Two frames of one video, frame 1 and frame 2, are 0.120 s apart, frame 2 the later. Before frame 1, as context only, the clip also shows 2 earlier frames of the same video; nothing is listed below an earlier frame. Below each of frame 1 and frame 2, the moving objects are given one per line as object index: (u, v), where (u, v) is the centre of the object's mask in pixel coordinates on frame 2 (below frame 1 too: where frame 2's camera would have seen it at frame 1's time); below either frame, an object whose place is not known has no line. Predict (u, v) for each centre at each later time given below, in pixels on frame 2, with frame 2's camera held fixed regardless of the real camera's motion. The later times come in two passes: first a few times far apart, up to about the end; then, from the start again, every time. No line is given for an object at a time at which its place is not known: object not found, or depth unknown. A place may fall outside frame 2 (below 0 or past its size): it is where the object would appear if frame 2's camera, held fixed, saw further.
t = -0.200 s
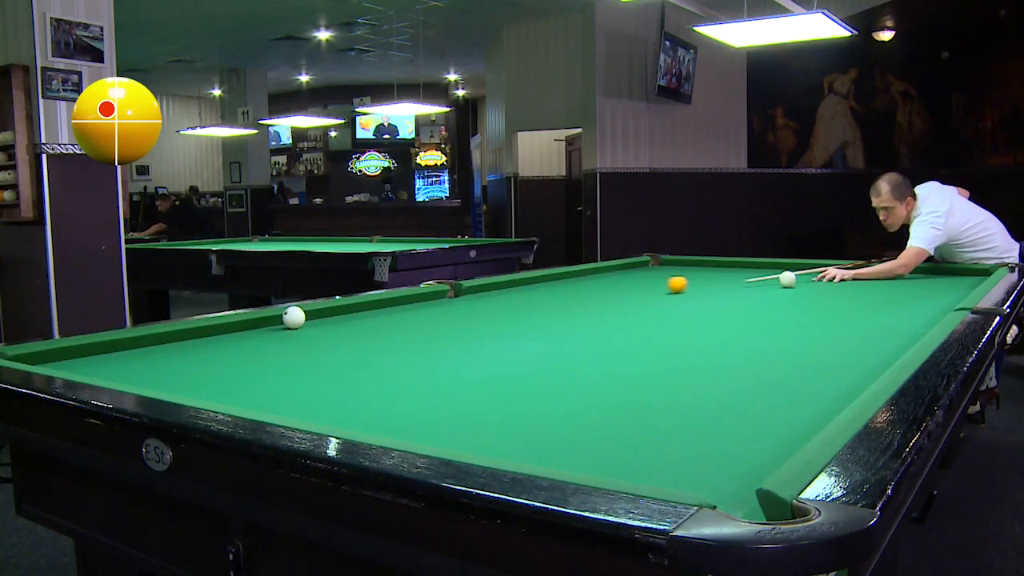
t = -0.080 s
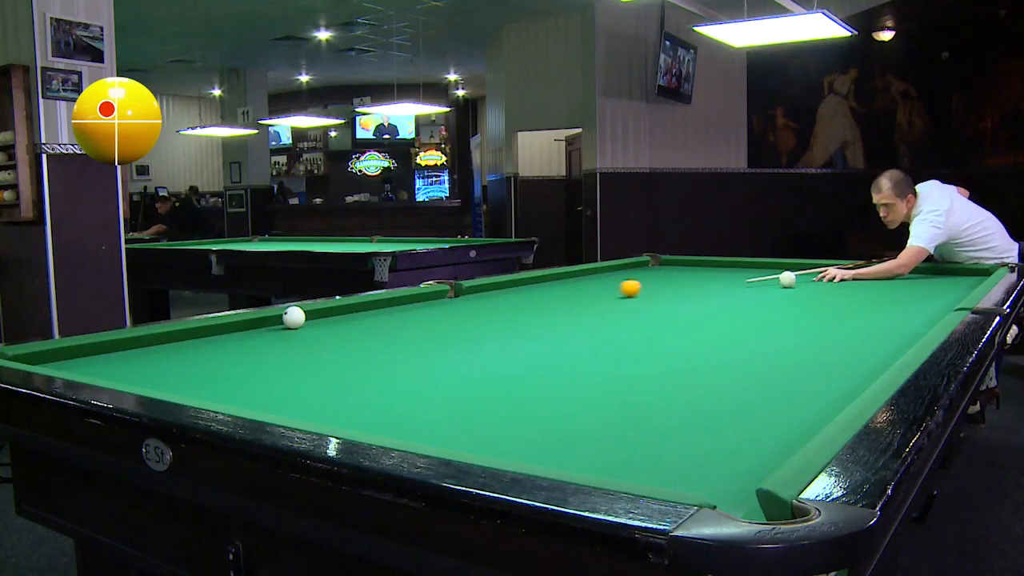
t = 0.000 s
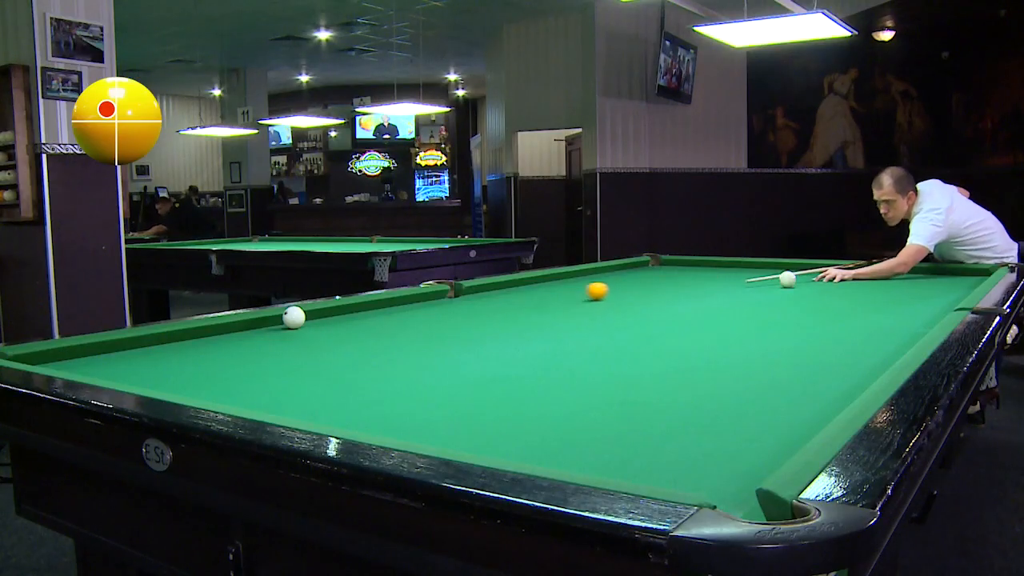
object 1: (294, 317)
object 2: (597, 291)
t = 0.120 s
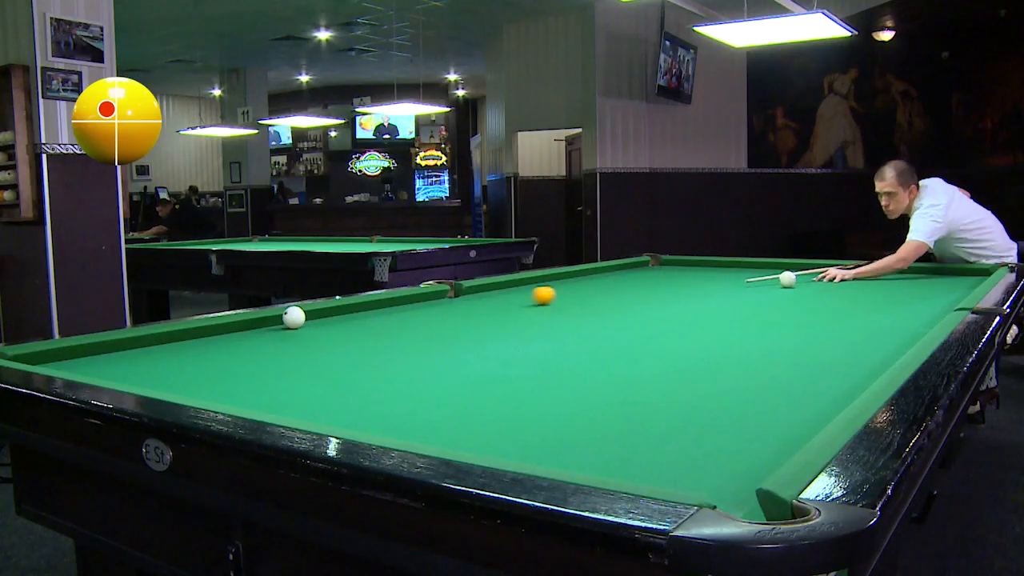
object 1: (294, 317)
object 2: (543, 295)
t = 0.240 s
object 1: (294, 317)
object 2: (486, 300)
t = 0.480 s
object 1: (294, 317)
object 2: (358, 310)
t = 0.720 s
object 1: (235, 326)
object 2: (310, 316)
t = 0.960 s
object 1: (154, 339)
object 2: (319, 321)
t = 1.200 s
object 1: (62, 353)
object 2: (328, 327)
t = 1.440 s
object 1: (54, 355)
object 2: (337, 333)
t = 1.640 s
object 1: (104, 346)
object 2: (345, 338)
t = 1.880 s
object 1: (157, 338)
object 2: (356, 345)
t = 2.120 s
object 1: (204, 330)
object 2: (367, 353)
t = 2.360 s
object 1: (245, 323)
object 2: (379, 360)
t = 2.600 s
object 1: (281, 318)
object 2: (393, 369)
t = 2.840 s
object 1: (314, 312)
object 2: (408, 377)
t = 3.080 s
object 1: (343, 308)
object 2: (423, 387)
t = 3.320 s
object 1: (370, 303)
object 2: (439, 397)
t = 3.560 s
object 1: (393, 300)
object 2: (456, 407)
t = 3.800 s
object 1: (415, 296)
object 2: (474, 419)
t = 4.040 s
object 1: (435, 293)
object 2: (493, 430)
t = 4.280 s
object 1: (453, 291)
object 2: (513, 441)
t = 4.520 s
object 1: (470, 288)
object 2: (533, 450)
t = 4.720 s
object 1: (483, 286)
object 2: (551, 457)
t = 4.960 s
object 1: (497, 284)
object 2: (581, 459)
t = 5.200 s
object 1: (510, 282)
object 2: (608, 461)
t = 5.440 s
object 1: (522, 281)
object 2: (632, 463)
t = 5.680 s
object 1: (532, 279)
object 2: (651, 463)
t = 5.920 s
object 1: (541, 278)
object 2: (667, 464)
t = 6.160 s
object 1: (550, 276)
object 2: (679, 464)
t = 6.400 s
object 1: (557, 275)
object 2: (686, 463)
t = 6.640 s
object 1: (564, 274)
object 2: (690, 462)
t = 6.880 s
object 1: (570, 273)
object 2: (692, 462)
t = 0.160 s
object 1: (294, 317)
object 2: (525, 297)
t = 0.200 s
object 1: (294, 317)
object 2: (505, 299)
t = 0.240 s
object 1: (294, 317)
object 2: (486, 300)
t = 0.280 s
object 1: (294, 317)
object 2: (466, 302)
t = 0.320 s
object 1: (294, 317)
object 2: (445, 303)
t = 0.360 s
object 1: (294, 317)
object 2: (424, 305)
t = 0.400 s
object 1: (294, 317)
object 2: (403, 307)
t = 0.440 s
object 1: (294, 317)
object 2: (381, 308)
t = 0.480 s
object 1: (294, 317)
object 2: (358, 310)
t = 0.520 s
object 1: (294, 317)
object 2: (336, 312)
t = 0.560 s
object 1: (294, 317)
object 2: (315, 314)
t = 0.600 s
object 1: (280, 319)
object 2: (304, 314)
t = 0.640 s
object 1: (264, 322)
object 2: (302, 315)
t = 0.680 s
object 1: (249, 324)
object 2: (307, 315)
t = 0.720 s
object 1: (235, 326)
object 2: (310, 316)
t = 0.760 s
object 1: (222, 328)
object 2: (312, 317)
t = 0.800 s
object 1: (209, 330)
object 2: (314, 318)
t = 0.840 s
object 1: (195, 332)
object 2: (315, 319)
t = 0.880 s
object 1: (182, 335)
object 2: (317, 319)
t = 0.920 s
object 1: (168, 337)
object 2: (318, 320)
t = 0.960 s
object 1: (154, 339)
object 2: (319, 321)
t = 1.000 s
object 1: (140, 341)
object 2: (321, 322)
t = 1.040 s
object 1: (125, 344)
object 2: (322, 323)
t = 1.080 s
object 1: (110, 346)
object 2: (324, 324)
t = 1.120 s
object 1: (94, 348)
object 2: (325, 325)
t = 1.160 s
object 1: (78, 351)
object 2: (326, 326)
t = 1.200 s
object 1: (62, 353)
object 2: (328, 327)
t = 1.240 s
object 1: (45, 355)
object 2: (329, 328)
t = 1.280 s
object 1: (29, 355)
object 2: (331, 329)
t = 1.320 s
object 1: (19, 355)
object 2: (332, 330)
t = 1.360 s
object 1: (32, 355)
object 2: (334, 331)
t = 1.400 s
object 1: (43, 355)
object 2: (336, 332)
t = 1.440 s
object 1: (54, 355)
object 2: (337, 333)
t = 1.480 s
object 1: (65, 353)
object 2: (339, 334)
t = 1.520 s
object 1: (75, 351)
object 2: (340, 335)
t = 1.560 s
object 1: (85, 350)
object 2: (342, 336)
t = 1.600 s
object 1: (95, 348)
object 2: (343, 337)
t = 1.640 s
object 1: (104, 346)
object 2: (345, 338)
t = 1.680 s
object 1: (114, 345)
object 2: (347, 339)
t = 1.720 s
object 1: (123, 343)
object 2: (349, 341)
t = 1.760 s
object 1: (132, 342)
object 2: (350, 342)
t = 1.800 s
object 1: (140, 340)
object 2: (352, 343)
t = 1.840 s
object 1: (149, 339)
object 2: (354, 344)
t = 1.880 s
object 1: (157, 338)
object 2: (356, 345)
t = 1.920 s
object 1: (165, 336)
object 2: (357, 346)
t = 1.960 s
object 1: (173, 335)
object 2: (359, 348)
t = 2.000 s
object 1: (181, 334)
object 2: (361, 349)
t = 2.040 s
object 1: (189, 333)
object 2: (363, 350)
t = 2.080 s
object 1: (196, 331)
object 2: (365, 351)
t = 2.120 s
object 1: (204, 330)
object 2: (367, 353)
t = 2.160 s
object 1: (211, 329)
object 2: (369, 354)
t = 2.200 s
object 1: (218, 328)
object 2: (371, 355)
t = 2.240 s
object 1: (225, 327)
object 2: (373, 356)
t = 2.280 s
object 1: (232, 326)
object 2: (375, 358)
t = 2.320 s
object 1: (239, 324)
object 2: (377, 359)
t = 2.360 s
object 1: (245, 323)
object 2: (379, 360)
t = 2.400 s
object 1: (251, 323)
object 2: (382, 362)
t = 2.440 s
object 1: (258, 322)
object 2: (384, 363)
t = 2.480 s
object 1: (264, 321)
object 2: (386, 365)
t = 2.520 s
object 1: (270, 319)
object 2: (388, 366)
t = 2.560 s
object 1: (276, 319)
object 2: (391, 367)
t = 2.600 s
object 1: (281, 318)
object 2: (393, 369)
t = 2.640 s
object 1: (287, 317)
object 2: (395, 370)
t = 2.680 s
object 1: (293, 316)
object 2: (398, 372)
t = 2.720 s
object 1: (298, 315)
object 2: (400, 373)
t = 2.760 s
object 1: (303, 314)
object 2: (403, 375)
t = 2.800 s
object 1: (309, 313)
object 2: (405, 376)
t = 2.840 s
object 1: (314, 312)
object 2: (408, 377)
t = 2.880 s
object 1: (319, 311)
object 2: (410, 379)
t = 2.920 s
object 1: (324, 311)
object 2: (413, 381)
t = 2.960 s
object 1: (329, 310)
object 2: (415, 382)
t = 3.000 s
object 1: (334, 309)
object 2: (418, 384)
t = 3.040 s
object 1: (339, 308)
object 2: (420, 385)
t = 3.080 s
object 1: (343, 308)
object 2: (423, 387)
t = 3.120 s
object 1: (348, 307)
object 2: (426, 389)
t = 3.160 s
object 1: (352, 306)
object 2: (428, 390)
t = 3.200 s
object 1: (357, 305)
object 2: (431, 392)
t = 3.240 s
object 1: (361, 305)
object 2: (434, 394)
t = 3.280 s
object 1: (366, 304)
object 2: (436, 395)
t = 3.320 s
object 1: (370, 303)
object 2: (439, 397)
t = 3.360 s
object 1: (374, 303)
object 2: (442, 399)
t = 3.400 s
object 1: (378, 302)
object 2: (445, 400)
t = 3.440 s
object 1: (382, 302)
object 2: (448, 402)
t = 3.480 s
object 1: (386, 301)
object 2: (451, 404)
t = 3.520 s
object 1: (390, 300)
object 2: (453, 406)
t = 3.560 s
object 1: (393, 300)
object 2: (456, 407)
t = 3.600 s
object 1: (397, 299)
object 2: (459, 409)
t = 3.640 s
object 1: (401, 298)
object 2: (462, 411)
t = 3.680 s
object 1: (405, 298)
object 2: (465, 413)
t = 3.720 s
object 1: (408, 297)
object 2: (468, 415)
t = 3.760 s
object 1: (412, 297)
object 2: (471, 417)
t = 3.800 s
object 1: (415, 296)
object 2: (474, 419)
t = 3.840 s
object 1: (418, 296)
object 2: (477, 421)
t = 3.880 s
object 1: (422, 295)
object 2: (480, 423)
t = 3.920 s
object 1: (425, 294)
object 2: (483, 424)
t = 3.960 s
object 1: (428, 294)
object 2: (486, 426)
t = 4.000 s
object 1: (431, 294)
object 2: (490, 428)
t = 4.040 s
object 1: (435, 293)
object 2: (493, 430)
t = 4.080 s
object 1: (438, 293)
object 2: (496, 432)
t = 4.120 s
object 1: (441, 292)
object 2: (500, 434)
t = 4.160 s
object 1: (444, 292)
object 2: (503, 436)
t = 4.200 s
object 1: (447, 291)
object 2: (506, 438)
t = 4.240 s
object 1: (451, 291)
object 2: (509, 439)
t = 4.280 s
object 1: (453, 291)
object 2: (513, 441)
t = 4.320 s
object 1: (456, 290)
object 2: (516, 442)
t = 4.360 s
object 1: (459, 290)
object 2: (519, 444)
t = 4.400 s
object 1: (462, 289)
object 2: (523, 445)
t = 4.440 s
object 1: (465, 289)
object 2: (527, 447)
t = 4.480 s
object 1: (467, 289)
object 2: (530, 448)
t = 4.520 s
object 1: (470, 288)
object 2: (533, 450)
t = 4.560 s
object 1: (472, 288)
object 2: (537, 451)
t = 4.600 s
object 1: (475, 287)
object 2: (540, 452)
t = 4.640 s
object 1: (478, 287)
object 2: (544, 454)
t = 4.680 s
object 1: (480, 287)
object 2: (547, 455)
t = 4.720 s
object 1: (483, 286)
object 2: (551, 457)
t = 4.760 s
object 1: (485, 286)
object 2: (556, 457)
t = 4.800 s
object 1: (488, 286)
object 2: (561, 458)
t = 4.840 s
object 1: (490, 286)
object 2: (566, 458)
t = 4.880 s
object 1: (492, 285)
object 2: (571, 459)
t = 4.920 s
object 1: (495, 285)
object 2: (576, 459)
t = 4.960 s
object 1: (497, 284)
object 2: (581, 459)
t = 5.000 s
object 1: (499, 284)
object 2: (586, 460)
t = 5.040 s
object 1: (502, 283)
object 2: (590, 460)
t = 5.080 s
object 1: (504, 284)
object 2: (595, 461)
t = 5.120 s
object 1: (506, 283)
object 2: (599, 461)
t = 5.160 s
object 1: (508, 283)
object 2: (604, 461)
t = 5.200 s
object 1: (510, 282)
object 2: (608, 461)
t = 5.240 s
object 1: (512, 282)
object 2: (612, 462)
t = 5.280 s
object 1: (514, 282)
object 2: (616, 462)
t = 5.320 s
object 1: (516, 282)
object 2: (620, 462)
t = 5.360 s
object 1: (518, 281)
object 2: (624, 462)
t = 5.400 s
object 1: (520, 281)
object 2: (628, 462)
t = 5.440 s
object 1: (522, 281)
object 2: (632, 463)
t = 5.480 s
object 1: (523, 281)
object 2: (635, 463)
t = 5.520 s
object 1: (526, 280)
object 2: (639, 463)
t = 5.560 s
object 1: (527, 280)
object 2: (642, 463)
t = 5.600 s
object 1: (529, 280)
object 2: (645, 464)
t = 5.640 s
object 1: (530, 279)
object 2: (648, 463)
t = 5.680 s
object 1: (532, 279)
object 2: (651, 463)
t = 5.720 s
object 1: (534, 279)
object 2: (654, 464)
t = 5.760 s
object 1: (535, 279)
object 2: (657, 464)
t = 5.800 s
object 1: (537, 279)
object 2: (660, 464)
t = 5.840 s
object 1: (538, 278)
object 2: (662, 464)
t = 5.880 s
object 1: (540, 278)
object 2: (665, 464)
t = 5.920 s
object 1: (541, 278)
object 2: (667, 464)
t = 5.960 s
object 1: (542, 278)
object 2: (669, 464)
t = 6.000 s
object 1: (544, 277)
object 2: (672, 464)
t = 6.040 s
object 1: (546, 277)
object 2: (674, 464)
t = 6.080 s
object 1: (547, 277)
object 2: (676, 464)
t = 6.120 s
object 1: (549, 277)
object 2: (678, 464)
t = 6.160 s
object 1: (550, 276)
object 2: (679, 464)
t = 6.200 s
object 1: (551, 276)
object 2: (681, 463)
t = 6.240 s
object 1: (552, 276)
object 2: (682, 464)
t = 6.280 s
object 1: (554, 276)
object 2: (683, 464)
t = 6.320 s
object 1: (555, 276)
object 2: (685, 463)
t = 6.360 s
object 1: (556, 276)
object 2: (685, 463)
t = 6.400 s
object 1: (557, 275)
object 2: (686, 463)
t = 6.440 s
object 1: (558, 275)
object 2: (687, 463)
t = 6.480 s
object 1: (559, 275)
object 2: (688, 463)
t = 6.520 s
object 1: (561, 275)
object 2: (688, 463)
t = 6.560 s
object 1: (562, 275)
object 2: (689, 462)
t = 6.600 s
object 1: (563, 274)
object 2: (690, 462)
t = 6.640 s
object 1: (564, 274)
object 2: (690, 462)
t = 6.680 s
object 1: (565, 274)
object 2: (691, 462)
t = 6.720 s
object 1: (566, 274)
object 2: (691, 462)
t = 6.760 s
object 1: (567, 274)
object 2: (692, 462)
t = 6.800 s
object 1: (568, 274)
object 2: (692, 462)
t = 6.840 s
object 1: (569, 274)
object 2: (692, 462)
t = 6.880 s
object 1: (570, 273)
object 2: (692, 462)
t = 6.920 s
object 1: (571, 273)
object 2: (692, 462)
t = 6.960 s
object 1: (572, 273)
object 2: (692, 462)
